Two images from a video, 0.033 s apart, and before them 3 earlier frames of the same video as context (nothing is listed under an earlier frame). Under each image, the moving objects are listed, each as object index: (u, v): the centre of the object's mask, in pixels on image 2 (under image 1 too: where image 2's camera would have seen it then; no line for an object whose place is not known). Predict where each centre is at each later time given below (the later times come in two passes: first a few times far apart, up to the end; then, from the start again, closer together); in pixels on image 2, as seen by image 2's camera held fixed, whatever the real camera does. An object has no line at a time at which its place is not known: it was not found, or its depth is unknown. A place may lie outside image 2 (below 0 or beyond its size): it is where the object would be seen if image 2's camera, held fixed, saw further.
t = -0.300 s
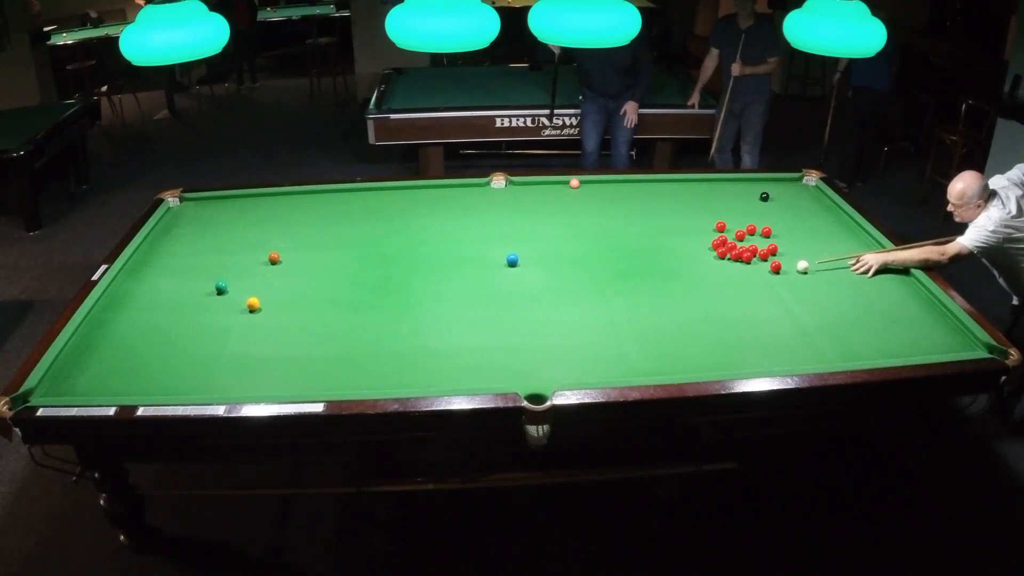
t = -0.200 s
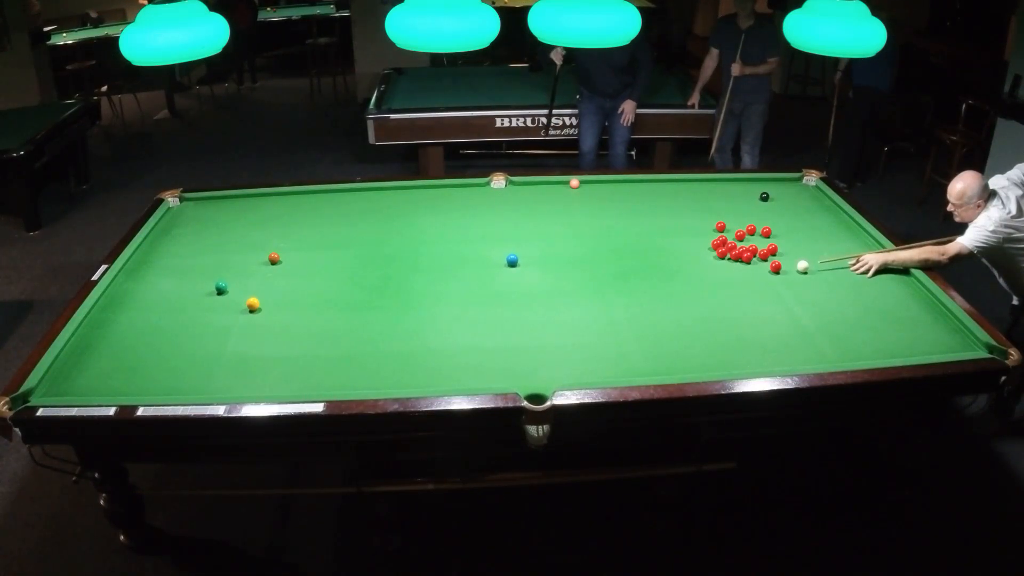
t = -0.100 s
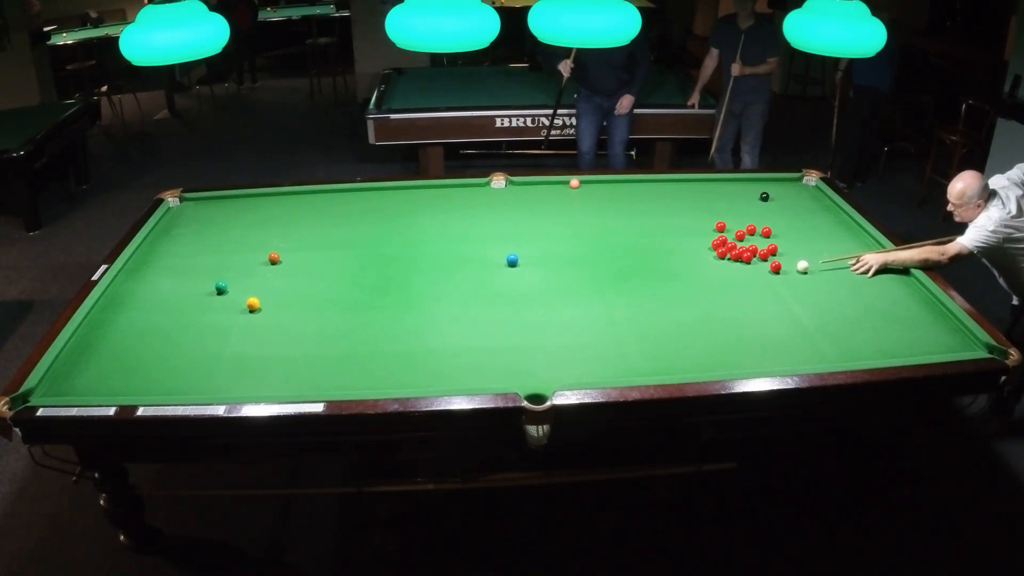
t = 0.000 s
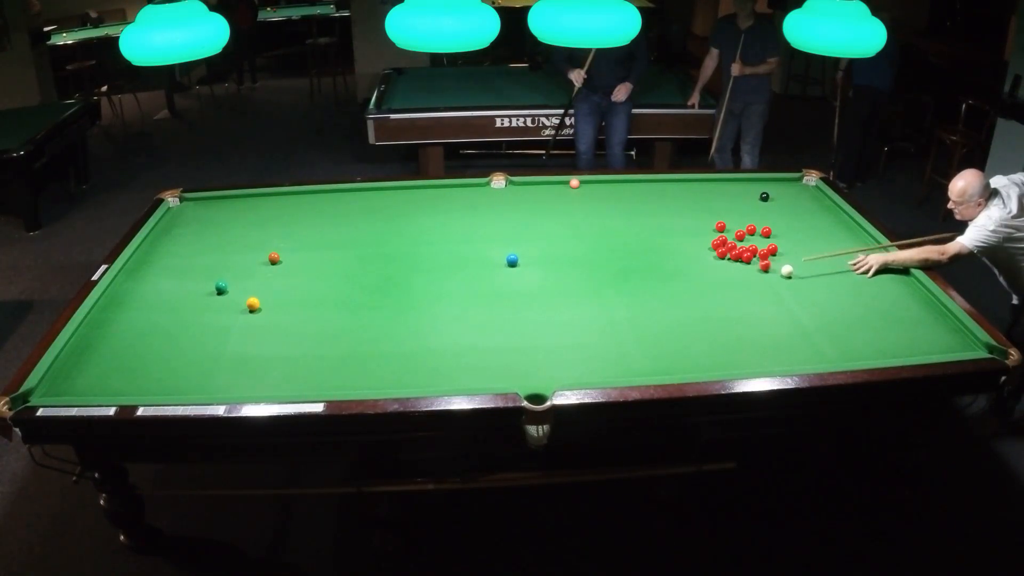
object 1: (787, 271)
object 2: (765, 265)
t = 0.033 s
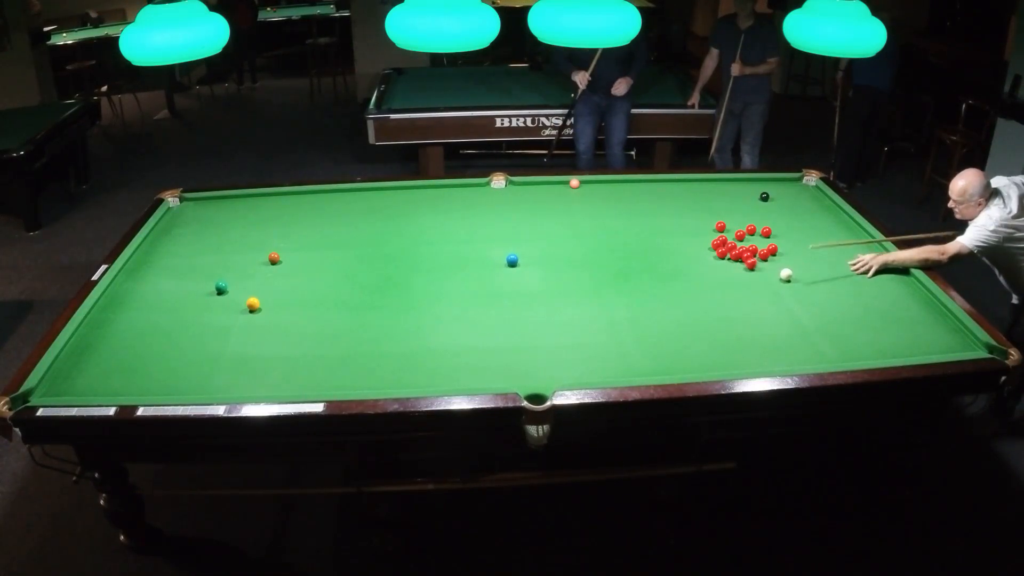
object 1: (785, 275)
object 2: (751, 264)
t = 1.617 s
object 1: (651, 323)
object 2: (325, 212)
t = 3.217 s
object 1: (563, 265)
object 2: (226, 203)
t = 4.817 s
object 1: (527, 239)
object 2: (302, 211)
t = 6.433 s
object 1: (521, 235)
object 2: (343, 215)
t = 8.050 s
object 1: (521, 235)
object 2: (349, 215)
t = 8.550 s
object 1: (521, 235)
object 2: (349, 215)
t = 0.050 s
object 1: (785, 276)
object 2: (744, 263)
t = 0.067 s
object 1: (784, 278)
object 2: (738, 262)
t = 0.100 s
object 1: (782, 281)
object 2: (726, 261)
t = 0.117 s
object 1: (781, 283)
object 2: (720, 260)
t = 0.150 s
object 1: (778, 286)
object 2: (709, 258)
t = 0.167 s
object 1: (777, 288)
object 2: (704, 257)
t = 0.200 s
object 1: (775, 292)
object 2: (694, 256)
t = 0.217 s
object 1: (774, 294)
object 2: (689, 255)
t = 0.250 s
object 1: (771, 297)
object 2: (679, 254)
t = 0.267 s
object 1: (770, 299)
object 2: (674, 253)
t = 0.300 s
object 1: (768, 303)
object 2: (664, 252)
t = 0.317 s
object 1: (766, 305)
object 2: (659, 252)
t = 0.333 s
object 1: (765, 306)
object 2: (654, 251)
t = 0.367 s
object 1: (762, 310)
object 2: (644, 250)
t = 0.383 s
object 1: (761, 312)
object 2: (639, 249)
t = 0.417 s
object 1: (759, 316)
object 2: (629, 248)
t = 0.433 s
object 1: (757, 318)
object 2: (624, 247)
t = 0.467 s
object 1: (754, 322)
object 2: (614, 246)
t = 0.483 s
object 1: (753, 324)
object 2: (609, 245)
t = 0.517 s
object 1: (750, 328)
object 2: (600, 244)
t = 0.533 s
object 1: (749, 330)
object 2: (595, 244)
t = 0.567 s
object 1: (746, 334)
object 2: (585, 242)
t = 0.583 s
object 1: (745, 337)
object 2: (580, 242)
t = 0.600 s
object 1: (743, 339)
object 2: (576, 241)
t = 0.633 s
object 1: (740, 343)
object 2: (566, 240)
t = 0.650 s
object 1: (739, 345)
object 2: (562, 239)
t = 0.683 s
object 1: (736, 349)
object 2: (552, 239)
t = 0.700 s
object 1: (734, 352)
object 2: (548, 238)
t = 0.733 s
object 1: (731, 356)
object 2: (538, 237)
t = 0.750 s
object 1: (729, 358)
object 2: (534, 236)
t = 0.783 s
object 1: (726, 363)
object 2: (525, 235)
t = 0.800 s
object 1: (724, 365)
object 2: (520, 235)
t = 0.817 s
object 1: (723, 366)
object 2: (516, 234)
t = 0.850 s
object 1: (719, 368)
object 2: (507, 233)
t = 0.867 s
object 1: (717, 367)
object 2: (502, 232)
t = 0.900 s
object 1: (714, 366)
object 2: (493, 231)
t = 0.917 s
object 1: (712, 365)
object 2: (489, 231)
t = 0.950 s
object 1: (709, 363)
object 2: (480, 230)
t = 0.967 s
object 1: (707, 362)
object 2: (476, 229)
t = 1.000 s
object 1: (704, 360)
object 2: (467, 228)
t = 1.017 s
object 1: (702, 359)
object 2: (463, 228)
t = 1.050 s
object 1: (699, 357)
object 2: (454, 227)
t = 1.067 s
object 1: (697, 356)
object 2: (450, 226)
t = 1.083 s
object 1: (696, 354)
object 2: (446, 226)
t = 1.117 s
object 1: (693, 352)
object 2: (438, 225)
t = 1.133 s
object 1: (691, 351)
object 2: (434, 225)
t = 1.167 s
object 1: (688, 349)
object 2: (426, 224)
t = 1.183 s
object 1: (687, 348)
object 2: (422, 223)
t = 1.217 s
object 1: (684, 346)
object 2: (414, 222)
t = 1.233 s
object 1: (682, 345)
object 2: (410, 222)
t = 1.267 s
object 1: (679, 343)
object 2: (402, 221)
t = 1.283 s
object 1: (678, 342)
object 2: (398, 220)
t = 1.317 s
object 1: (675, 340)
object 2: (390, 220)
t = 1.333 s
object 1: (674, 339)
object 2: (386, 219)
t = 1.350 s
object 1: (672, 338)
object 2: (382, 219)
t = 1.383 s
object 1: (670, 336)
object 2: (375, 218)
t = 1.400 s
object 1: (668, 335)
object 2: (371, 217)
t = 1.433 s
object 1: (666, 333)
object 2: (364, 217)
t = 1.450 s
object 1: (664, 332)
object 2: (360, 216)
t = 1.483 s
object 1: (661, 330)
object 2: (353, 215)
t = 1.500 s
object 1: (660, 330)
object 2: (349, 215)
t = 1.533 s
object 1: (657, 328)
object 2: (342, 214)
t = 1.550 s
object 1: (656, 327)
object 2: (339, 214)
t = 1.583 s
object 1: (654, 325)
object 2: (332, 213)
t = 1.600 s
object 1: (652, 324)
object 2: (328, 213)
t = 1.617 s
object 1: (651, 323)
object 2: (325, 212)
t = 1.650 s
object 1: (648, 322)
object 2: (318, 211)
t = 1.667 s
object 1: (647, 321)
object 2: (314, 211)
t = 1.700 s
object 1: (645, 319)
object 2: (308, 210)
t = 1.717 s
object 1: (644, 318)
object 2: (304, 210)
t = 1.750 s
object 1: (641, 317)
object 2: (298, 209)
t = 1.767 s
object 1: (640, 316)
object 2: (294, 209)
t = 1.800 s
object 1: (638, 314)
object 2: (288, 208)
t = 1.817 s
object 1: (636, 314)
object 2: (285, 208)
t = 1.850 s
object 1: (634, 312)
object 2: (279, 207)
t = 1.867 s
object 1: (633, 311)
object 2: (275, 207)
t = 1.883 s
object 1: (632, 311)
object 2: (272, 207)
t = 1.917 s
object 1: (630, 309)
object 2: (266, 206)
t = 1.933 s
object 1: (629, 308)
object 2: (263, 206)
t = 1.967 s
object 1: (626, 307)
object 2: (257, 205)
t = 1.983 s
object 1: (625, 306)
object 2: (254, 205)
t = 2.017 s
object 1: (623, 305)
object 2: (248, 204)
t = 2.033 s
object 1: (622, 304)
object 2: (245, 204)
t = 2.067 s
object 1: (620, 303)
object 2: (239, 204)
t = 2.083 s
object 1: (619, 302)
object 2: (236, 203)
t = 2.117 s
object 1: (617, 300)
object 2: (231, 203)
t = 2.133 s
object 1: (616, 300)
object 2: (228, 202)
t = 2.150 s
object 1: (615, 299)
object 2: (225, 202)
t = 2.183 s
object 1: (613, 298)
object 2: (220, 202)
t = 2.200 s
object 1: (612, 297)
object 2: (217, 201)
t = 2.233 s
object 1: (610, 296)
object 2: (211, 201)
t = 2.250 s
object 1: (609, 295)
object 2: (209, 200)
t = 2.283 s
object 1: (606, 294)
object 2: (204, 200)
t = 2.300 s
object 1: (606, 293)
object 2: (201, 200)
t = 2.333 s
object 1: (604, 292)
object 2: (196, 199)
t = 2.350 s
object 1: (603, 291)
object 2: (193, 199)
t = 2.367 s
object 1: (602, 291)
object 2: (190, 200)
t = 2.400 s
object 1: (600, 290)
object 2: (186, 200)
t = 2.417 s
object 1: (599, 289)
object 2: (183, 201)
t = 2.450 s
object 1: (597, 288)
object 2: (178, 201)
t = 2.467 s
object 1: (596, 287)
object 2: (176, 202)
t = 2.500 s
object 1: (595, 286)
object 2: (177, 202)
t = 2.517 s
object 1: (594, 285)
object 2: (179, 201)
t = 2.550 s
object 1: (592, 284)
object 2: (183, 201)
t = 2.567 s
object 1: (591, 284)
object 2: (184, 200)
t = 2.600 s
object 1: (589, 283)
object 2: (188, 200)
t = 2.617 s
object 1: (589, 282)
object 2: (190, 199)
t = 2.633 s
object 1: (588, 281)
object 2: (191, 199)
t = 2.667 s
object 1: (586, 280)
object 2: (193, 199)
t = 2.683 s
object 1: (585, 280)
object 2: (194, 200)
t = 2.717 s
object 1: (584, 279)
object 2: (196, 200)
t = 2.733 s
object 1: (583, 278)
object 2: (197, 200)
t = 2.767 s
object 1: (581, 277)
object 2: (199, 200)
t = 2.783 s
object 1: (581, 277)
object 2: (200, 200)
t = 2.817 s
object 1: (579, 276)
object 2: (202, 200)
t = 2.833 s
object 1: (578, 275)
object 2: (203, 201)
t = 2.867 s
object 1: (577, 274)
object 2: (205, 201)
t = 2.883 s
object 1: (576, 274)
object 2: (206, 201)
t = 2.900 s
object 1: (576, 273)
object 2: (207, 201)
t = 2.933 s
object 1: (574, 272)
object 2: (209, 201)
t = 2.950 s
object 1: (573, 272)
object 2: (210, 201)
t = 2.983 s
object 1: (572, 271)
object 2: (212, 201)
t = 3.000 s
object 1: (571, 271)
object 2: (213, 201)
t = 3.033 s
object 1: (570, 270)
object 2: (215, 202)
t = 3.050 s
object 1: (569, 269)
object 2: (216, 202)
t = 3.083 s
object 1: (568, 268)
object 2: (218, 202)
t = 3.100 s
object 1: (567, 268)
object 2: (219, 202)
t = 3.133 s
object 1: (566, 267)
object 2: (221, 202)
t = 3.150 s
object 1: (565, 267)
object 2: (222, 202)
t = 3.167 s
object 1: (565, 266)
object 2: (223, 202)
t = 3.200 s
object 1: (564, 265)
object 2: (225, 202)
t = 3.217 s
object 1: (563, 265)
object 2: (226, 203)
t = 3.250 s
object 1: (562, 264)
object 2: (228, 203)
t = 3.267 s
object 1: (561, 264)
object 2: (229, 203)
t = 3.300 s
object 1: (560, 263)
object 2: (231, 203)
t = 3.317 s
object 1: (560, 263)
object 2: (232, 203)
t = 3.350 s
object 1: (558, 262)
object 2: (233, 203)
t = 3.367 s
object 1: (558, 261)
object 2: (234, 203)
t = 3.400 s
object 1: (557, 261)
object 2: (236, 203)
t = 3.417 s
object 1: (556, 260)
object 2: (237, 204)
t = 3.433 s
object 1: (556, 260)
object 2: (238, 204)
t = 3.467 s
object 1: (555, 259)
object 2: (240, 204)
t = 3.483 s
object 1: (554, 259)
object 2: (241, 204)
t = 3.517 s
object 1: (553, 258)
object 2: (243, 204)
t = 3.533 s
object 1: (553, 258)
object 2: (243, 204)
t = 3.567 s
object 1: (552, 257)
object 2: (245, 204)
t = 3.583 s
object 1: (551, 257)
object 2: (246, 204)
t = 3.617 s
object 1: (550, 256)
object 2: (248, 205)
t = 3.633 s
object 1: (550, 256)
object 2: (249, 205)
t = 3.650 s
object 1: (549, 256)
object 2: (250, 205)
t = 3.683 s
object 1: (548, 255)
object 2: (251, 205)
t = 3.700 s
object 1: (548, 255)
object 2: (252, 205)
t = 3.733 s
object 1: (547, 254)
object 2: (254, 206)
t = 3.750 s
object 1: (547, 254)
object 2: (255, 205)
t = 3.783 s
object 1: (546, 253)
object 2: (256, 206)
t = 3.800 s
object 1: (545, 253)
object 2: (257, 206)
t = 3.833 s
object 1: (544, 252)
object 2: (259, 206)
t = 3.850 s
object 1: (544, 252)
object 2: (260, 206)
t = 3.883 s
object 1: (543, 251)
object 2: (262, 206)
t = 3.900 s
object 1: (543, 251)
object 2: (262, 206)
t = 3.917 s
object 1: (542, 251)
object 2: (263, 206)
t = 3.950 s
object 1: (542, 250)
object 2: (265, 206)
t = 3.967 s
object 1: (541, 250)
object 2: (266, 207)
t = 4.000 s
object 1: (541, 249)
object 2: (267, 207)
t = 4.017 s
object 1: (540, 249)
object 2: (268, 207)
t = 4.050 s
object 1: (539, 249)
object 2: (269, 207)
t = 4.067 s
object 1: (539, 248)
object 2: (270, 207)
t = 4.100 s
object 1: (538, 248)
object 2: (272, 207)
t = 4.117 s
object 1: (538, 248)
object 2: (273, 207)
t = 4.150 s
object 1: (537, 247)
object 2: (274, 207)
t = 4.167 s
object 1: (537, 247)
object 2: (275, 208)
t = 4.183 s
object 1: (537, 247)
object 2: (276, 208)
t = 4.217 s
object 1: (536, 246)
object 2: (277, 208)
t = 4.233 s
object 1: (536, 246)
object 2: (278, 208)
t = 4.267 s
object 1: (535, 245)
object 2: (279, 208)
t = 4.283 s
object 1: (535, 245)
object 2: (280, 208)
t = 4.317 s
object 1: (534, 245)
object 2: (281, 208)
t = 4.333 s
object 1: (534, 245)
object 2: (282, 208)
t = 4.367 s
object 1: (533, 244)
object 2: (284, 208)
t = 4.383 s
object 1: (533, 244)
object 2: (284, 209)
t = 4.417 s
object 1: (532, 244)
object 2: (286, 209)
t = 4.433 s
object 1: (532, 243)
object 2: (286, 209)
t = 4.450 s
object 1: (532, 243)
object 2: (287, 209)
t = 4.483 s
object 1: (531, 243)
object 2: (289, 209)
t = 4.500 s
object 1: (531, 242)
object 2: (289, 209)
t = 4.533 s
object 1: (530, 242)
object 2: (291, 209)
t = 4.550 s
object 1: (530, 242)
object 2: (291, 209)
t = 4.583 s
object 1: (530, 241)
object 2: (293, 210)
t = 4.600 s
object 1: (530, 241)
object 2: (293, 210)
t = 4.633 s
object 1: (529, 241)
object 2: (295, 209)
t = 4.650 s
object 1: (529, 241)
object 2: (295, 210)
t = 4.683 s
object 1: (528, 240)
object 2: (296, 210)
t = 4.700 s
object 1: (528, 240)
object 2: (297, 210)
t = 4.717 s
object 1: (528, 240)
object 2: (298, 210)
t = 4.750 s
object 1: (527, 240)
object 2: (299, 210)
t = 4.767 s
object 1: (527, 240)
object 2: (300, 210)
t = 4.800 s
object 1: (527, 239)
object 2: (301, 211)
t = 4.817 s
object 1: (527, 239)
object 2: (302, 211)
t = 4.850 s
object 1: (526, 239)
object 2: (303, 211)
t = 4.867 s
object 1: (526, 239)
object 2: (303, 211)
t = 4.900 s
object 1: (526, 238)
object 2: (305, 211)
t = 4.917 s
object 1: (526, 238)
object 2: (305, 211)
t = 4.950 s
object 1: (525, 238)
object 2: (306, 211)
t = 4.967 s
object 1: (525, 238)
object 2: (307, 211)
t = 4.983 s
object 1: (525, 238)
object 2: (308, 211)
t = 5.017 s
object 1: (525, 238)
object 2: (309, 211)
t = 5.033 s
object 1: (525, 237)
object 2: (309, 211)
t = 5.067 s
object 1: (524, 237)
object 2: (310, 211)
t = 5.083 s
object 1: (524, 237)
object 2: (311, 212)
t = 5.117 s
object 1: (524, 237)
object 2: (312, 211)
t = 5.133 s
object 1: (524, 237)
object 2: (313, 211)
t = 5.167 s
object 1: (524, 237)
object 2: (314, 212)
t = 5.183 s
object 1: (524, 237)
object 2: (314, 212)
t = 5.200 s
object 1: (524, 237)
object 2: (315, 212)
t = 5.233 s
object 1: (523, 236)
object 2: (316, 212)
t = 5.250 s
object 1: (523, 236)
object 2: (316, 212)
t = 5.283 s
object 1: (523, 236)
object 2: (318, 212)
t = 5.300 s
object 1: (523, 236)
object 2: (318, 212)
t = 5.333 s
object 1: (523, 236)
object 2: (319, 212)
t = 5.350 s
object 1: (523, 236)
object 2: (320, 212)
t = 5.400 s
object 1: (523, 235)
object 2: (321, 212)
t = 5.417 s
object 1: (522, 235)
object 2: (321, 213)
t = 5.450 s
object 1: (522, 235)
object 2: (322, 213)
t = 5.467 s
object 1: (522, 235)
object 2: (323, 213)
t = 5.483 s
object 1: (522, 235)
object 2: (323, 213)
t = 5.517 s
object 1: (522, 235)
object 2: (324, 213)
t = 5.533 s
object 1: (522, 235)
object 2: (324, 213)
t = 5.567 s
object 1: (522, 235)
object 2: (325, 213)
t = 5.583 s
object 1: (522, 235)
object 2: (326, 213)
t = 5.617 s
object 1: (522, 235)
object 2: (327, 213)
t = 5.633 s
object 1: (522, 235)
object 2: (327, 213)
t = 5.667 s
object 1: (521, 235)
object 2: (328, 213)
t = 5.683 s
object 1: (521, 235)
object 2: (328, 213)
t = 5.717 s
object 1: (521, 235)
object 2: (329, 214)
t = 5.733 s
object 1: (521, 234)
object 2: (330, 213)
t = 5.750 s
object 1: (521, 234)
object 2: (330, 213)
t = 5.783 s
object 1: (521, 235)
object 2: (331, 214)
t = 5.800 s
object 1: (521, 235)
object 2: (331, 214)
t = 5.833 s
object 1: (521, 235)
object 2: (332, 214)
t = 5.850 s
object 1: (521, 235)
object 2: (332, 214)
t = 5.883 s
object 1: (521, 235)
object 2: (333, 214)
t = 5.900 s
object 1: (521, 235)
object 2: (334, 214)
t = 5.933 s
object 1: (521, 235)
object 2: (334, 214)
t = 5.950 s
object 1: (521, 235)
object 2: (335, 214)
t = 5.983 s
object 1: (521, 235)
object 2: (335, 214)
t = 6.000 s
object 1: (521, 235)
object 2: (336, 214)
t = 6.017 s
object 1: (521, 235)
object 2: (336, 214)
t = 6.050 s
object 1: (521, 235)
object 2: (337, 214)
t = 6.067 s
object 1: (521, 235)
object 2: (337, 214)
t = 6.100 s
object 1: (521, 235)
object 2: (338, 214)
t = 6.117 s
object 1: (521, 235)
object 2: (338, 214)
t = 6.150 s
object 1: (521, 235)
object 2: (339, 214)
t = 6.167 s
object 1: (521, 235)
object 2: (339, 214)
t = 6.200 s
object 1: (521, 235)
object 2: (339, 214)
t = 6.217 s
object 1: (521, 235)
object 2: (340, 214)
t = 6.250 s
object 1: (521, 235)
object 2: (340, 214)
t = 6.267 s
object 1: (521, 235)
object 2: (341, 214)
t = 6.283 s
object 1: (521, 235)
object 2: (341, 214)
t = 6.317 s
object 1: (521, 235)
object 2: (341, 214)
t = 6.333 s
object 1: (521, 235)
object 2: (342, 214)
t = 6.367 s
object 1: (521, 235)
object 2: (342, 215)
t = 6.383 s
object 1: (521, 235)
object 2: (342, 215)
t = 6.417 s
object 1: (521, 235)
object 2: (343, 215)
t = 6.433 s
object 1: (521, 235)
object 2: (343, 215)
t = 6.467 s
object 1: (521, 235)
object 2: (344, 215)
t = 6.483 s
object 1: (521, 235)
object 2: (344, 215)
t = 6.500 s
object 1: (521, 235)
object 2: (344, 215)
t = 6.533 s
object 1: (521, 235)
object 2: (344, 215)
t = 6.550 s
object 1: (521, 235)
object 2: (345, 215)
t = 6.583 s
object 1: (521, 235)
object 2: (345, 215)
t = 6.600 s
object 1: (521, 235)
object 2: (345, 215)
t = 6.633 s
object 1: (521, 235)
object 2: (346, 215)
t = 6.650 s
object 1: (521, 235)
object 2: (346, 215)
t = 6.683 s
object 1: (521, 235)
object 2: (346, 215)
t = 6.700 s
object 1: (521, 235)
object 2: (346, 215)
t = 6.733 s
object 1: (521, 235)
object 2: (346, 215)
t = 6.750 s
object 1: (521, 235)
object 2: (346, 215)
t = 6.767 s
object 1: (521, 235)
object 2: (347, 215)
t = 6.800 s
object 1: (521, 235)
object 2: (347, 215)
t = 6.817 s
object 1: (521, 235)
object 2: (347, 215)
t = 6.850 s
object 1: (521, 235)
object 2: (347, 215)
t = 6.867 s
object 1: (521, 235)
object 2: (347, 215)
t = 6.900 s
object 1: (521, 235)
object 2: (348, 215)
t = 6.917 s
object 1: (521, 235)
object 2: (348, 215)
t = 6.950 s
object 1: (521, 235)
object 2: (348, 215)
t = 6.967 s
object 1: (521, 235)
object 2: (348, 215)
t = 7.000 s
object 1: (521, 235)
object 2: (348, 215)
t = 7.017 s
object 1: (521, 235)
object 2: (348, 215)
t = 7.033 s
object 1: (521, 235)
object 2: (348, 215)
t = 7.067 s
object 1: (521, 235)
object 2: (348, 215)
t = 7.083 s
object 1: (521, 235)
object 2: (348, 215)
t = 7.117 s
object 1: (521, 235)
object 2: (349, 215)
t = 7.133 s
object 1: (521, 235)
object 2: (349, 215)
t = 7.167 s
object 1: (521, 235)
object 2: (349, 215)
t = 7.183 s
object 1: (521, 235)
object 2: (349, 215)
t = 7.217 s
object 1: (521, 235)
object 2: (349, 215)
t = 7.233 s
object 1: (521, 235)
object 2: (349, 215)
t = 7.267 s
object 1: (521, 235)
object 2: (349, 215)
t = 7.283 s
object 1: (521, 235)
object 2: (349, 215)
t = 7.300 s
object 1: (521, 235)
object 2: (349, 215)
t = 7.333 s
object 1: (521, 235)
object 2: (349, 215)
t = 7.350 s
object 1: (521, 235)
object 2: (349, 215)
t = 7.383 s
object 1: (521, 235)
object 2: (349, 215)
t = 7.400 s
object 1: (521, 235)
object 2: (349, 215)
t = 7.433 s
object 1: (521, 235)
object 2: (349, 215)
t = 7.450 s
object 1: (521, 235)
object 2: (349, 215)
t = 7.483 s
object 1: (521, 235)
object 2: (349, 215)
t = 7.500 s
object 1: (521, 235)
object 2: (349, 215)
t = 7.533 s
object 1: (521, 235)
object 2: (349, 215)
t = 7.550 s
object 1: (521, 235)
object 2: (349, 215)
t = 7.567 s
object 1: (521, 235)
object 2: (349, 215)
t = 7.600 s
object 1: (521, 235)
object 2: (349, 215)
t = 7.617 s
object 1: (521, 235)
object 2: (349, 215)
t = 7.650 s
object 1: (521, 235)
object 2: (349, 215)
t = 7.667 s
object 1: (521, 235)
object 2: (349, 215)
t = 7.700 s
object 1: (521, 235)
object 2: (349, 215)
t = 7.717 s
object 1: (521, 235)
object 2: (349, 215)
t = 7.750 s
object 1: (521, 235)
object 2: (349, 215)
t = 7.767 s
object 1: (521, 235)
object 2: (349, 215)
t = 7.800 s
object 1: (521, 235)
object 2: (349, 215)
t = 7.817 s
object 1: (521, 235)
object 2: (349, 215)
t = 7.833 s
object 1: (521, 235)
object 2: (349, 215)
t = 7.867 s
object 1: (521, 235)
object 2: (349, 215)
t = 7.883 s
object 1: (521, 235)
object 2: (349, 215)
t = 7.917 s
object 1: (521, 235)
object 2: (349, 215)
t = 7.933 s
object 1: (521, 235)
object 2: (349, 215)
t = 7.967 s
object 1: (521, 235)
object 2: (349, 215)
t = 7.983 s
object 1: (521, 235)
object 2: (349, 215)
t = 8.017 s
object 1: (521, 235)
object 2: (349, 215)
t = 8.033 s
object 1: (521, 235)
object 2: (349, 215)
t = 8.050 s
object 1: (521, 235)
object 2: (349, 215)
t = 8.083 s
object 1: (521, 235)
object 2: (349, 215)
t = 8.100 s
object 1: (521, 235)
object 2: (349, 215)
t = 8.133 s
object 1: (521, 235)
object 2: (349, 215)
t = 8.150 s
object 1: (521, 235)
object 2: (349, 215)
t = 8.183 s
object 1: (521, 235)
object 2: (349, 215)
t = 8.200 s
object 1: (521, 235)
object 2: (349, 215)
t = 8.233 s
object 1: (521, 235)
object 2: (349, 215)
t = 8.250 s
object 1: (521, 235)
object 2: (349, 215)
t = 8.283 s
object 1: (521, 235)
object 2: (349, 215)
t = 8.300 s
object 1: (521, 235)
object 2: (349, 215)
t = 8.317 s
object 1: (521, 235)
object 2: (349, 215)
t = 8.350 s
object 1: (521, 235)
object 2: (349, 215)
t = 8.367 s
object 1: (521, 235)
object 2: (349, 215)
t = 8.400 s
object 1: (521, 235)
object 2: (349, 215)
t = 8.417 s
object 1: (521, 235)
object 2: (349, 215)
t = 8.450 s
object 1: (521, 235)
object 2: (349, 215)
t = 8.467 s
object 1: (521, 235)
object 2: (349, 215)
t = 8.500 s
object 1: (521, 235)
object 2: (349, 215)
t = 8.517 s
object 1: (521, 235)
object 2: (349, 215)
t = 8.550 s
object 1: (521, 235)
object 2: (349, 215)
